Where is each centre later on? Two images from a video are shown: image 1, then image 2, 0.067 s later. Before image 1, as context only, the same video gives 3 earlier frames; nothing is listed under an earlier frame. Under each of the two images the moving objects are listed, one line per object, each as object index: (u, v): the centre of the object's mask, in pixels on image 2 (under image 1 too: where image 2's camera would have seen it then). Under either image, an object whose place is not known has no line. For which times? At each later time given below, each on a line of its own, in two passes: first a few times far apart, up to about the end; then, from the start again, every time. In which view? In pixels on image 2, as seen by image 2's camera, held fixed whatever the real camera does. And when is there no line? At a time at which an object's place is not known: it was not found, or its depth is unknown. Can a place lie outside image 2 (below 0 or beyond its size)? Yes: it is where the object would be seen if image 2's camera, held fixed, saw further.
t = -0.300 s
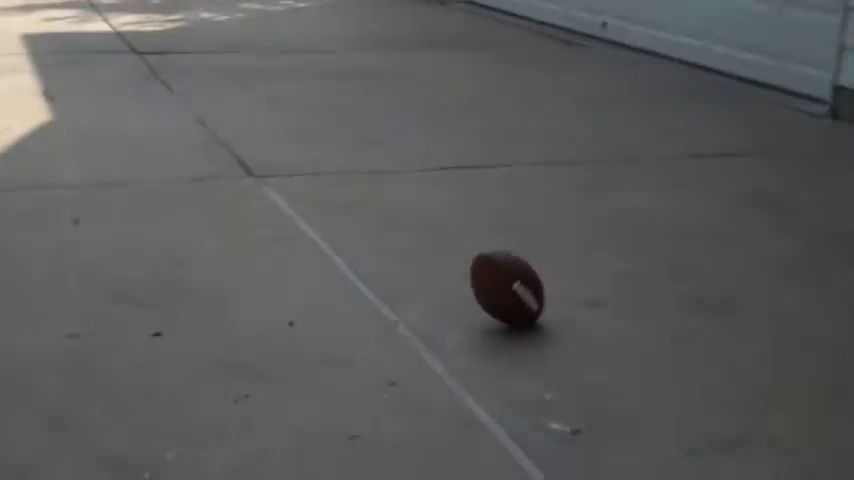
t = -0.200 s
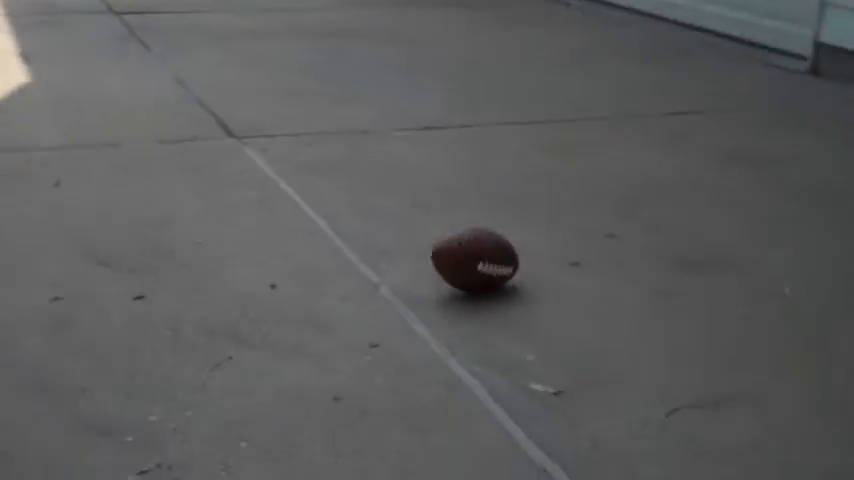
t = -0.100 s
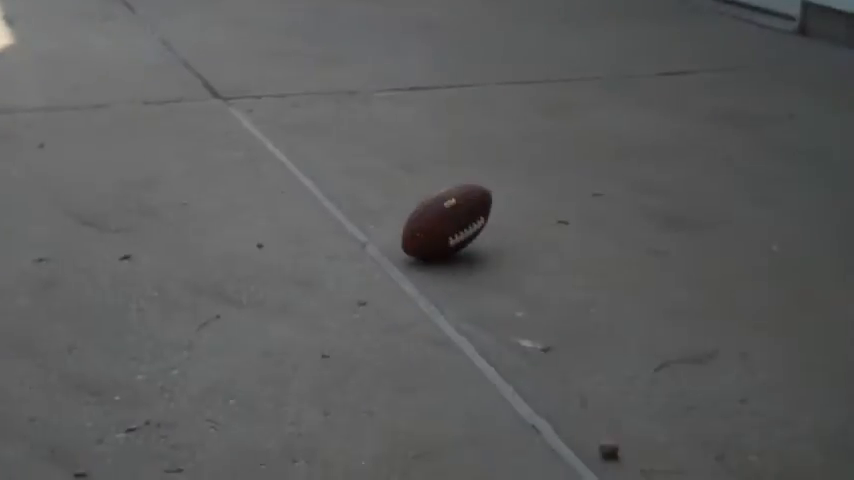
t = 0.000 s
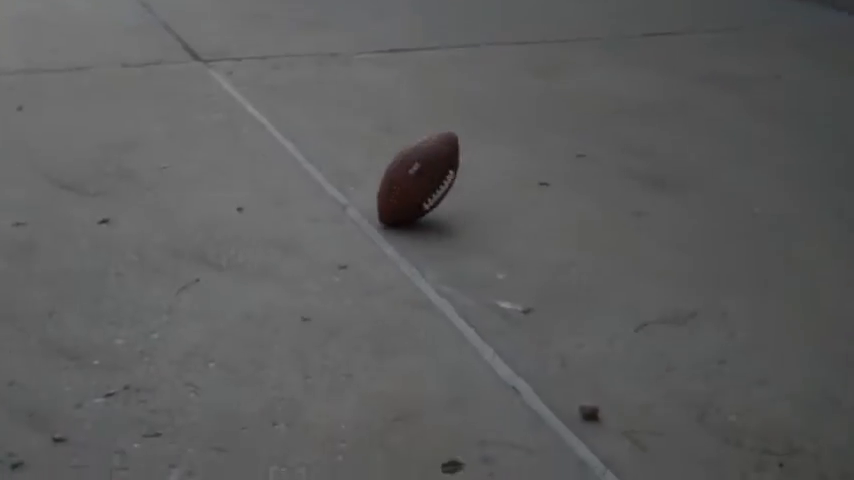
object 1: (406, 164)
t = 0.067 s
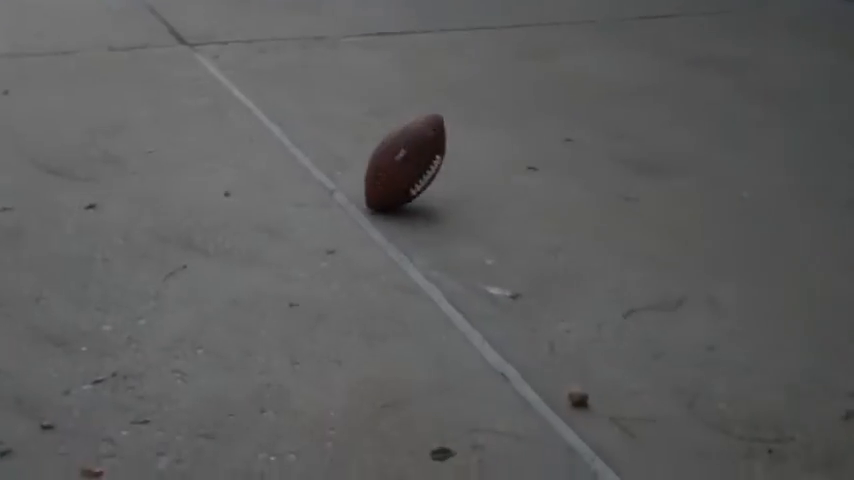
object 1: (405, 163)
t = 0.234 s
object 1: (425, 173)
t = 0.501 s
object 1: (467, 162)
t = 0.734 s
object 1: (448, 184)
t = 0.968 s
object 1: (418, 177)
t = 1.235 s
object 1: (412, 163)
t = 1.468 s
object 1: (401, 170)
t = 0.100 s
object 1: (407, 164)
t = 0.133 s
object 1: (409, 165)
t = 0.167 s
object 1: (413, 169)
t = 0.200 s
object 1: (418, 171)
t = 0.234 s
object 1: (425, 173)
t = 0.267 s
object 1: (432, 173)
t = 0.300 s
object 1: (440, 173)
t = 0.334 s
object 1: (447, 171)
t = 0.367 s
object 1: (453, 168)
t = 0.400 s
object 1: (459, 165)
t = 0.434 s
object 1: (462, 162)
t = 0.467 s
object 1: (465, 162)
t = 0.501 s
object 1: (467, 162)
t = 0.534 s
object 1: (468, 164)
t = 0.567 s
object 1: (467, 168)
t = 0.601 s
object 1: (466, 172)
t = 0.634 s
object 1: (463, 176)
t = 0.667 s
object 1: (459, 178)
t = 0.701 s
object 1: (454, 182)
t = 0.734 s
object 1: (448, 184)
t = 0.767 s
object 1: (442, 183)
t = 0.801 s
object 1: (437, 181)
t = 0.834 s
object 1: (431, 179)
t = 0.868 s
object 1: (427, 178)
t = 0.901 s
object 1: (424, 178)
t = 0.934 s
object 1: (421, 177)
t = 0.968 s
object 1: (418, 177)
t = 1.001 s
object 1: (416, 177)
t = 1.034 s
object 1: (414, 177)
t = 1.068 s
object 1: (413, 175)
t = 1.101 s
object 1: (413, 174)
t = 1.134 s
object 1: (413, 171)
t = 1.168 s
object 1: (413, 168)
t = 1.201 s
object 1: (412, 165)
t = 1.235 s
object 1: (412, 163)
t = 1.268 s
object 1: (412, 161)
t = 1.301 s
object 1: (410, 160)
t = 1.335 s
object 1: (409, 160)
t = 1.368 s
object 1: (407, 163)
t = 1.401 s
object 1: (405, 164)
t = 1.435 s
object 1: (403, 168)
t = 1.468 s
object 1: (401, 170)
